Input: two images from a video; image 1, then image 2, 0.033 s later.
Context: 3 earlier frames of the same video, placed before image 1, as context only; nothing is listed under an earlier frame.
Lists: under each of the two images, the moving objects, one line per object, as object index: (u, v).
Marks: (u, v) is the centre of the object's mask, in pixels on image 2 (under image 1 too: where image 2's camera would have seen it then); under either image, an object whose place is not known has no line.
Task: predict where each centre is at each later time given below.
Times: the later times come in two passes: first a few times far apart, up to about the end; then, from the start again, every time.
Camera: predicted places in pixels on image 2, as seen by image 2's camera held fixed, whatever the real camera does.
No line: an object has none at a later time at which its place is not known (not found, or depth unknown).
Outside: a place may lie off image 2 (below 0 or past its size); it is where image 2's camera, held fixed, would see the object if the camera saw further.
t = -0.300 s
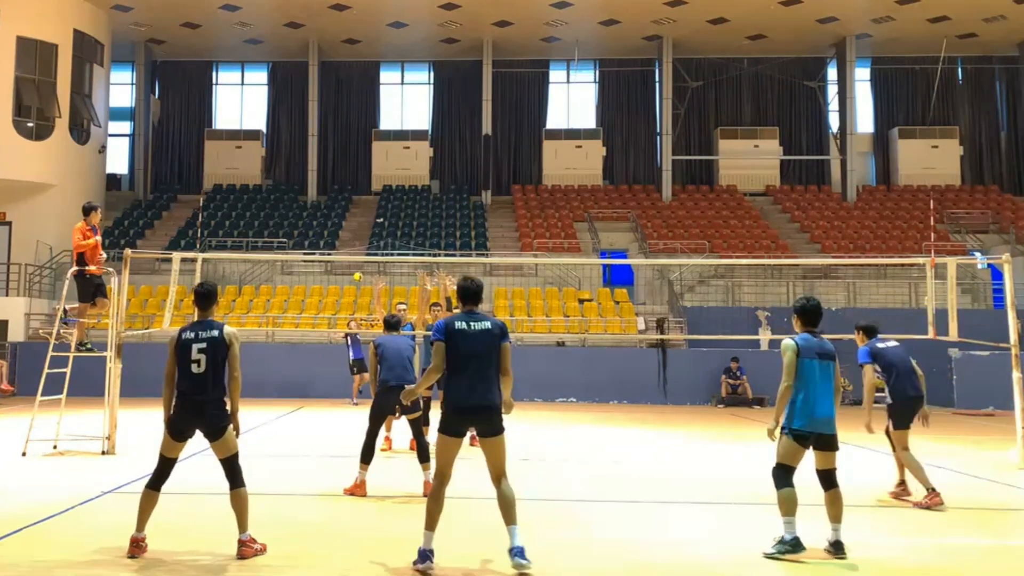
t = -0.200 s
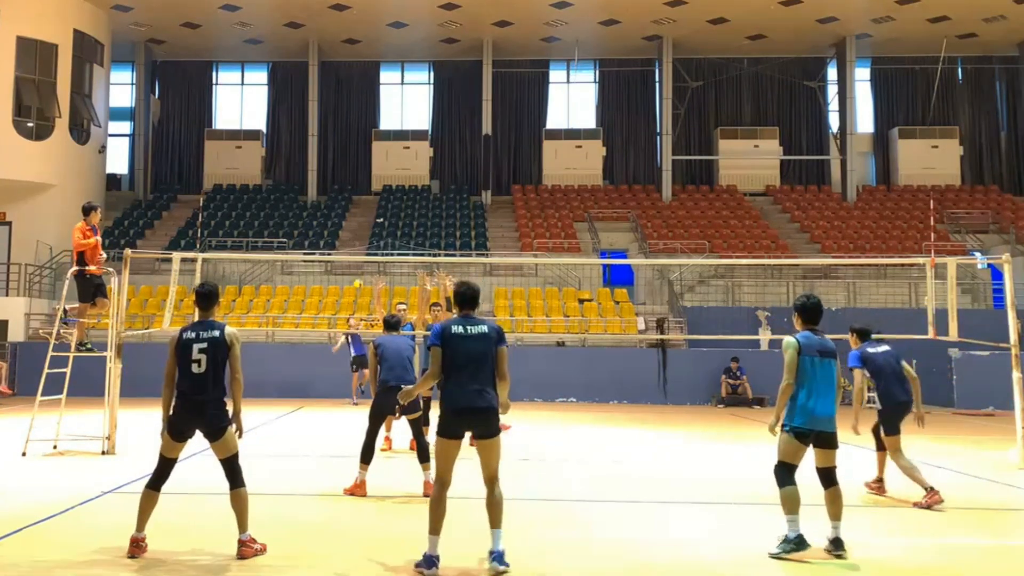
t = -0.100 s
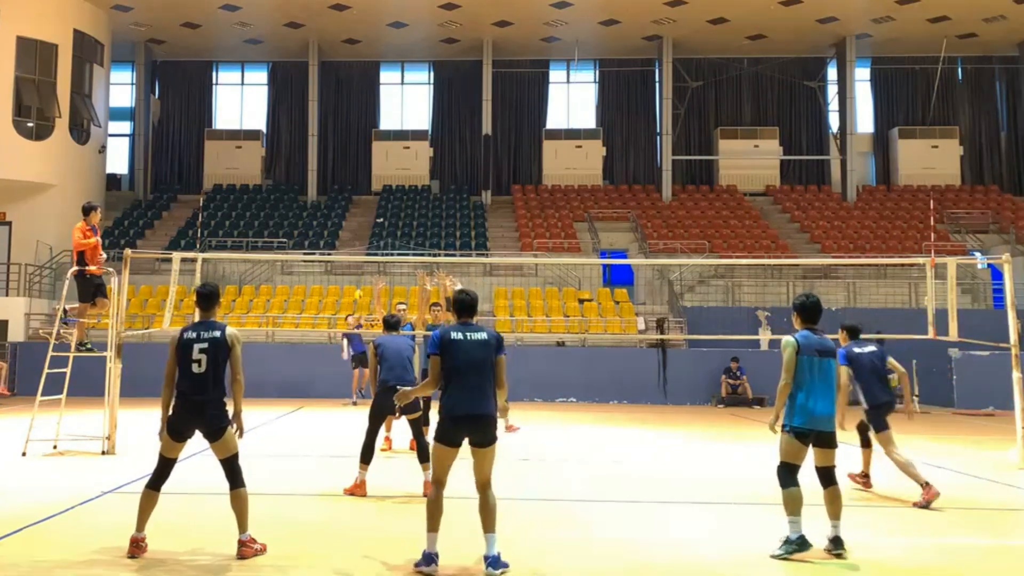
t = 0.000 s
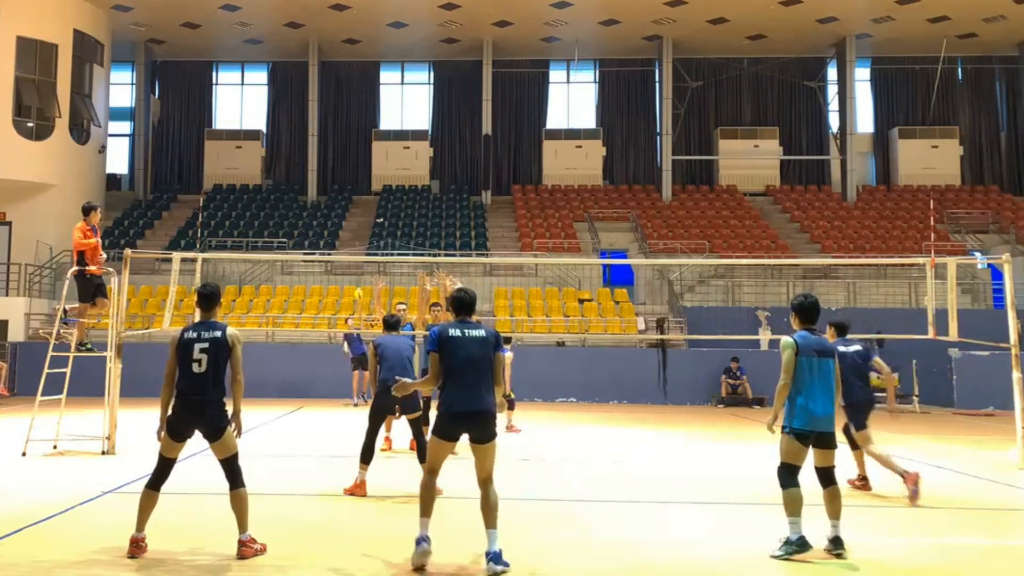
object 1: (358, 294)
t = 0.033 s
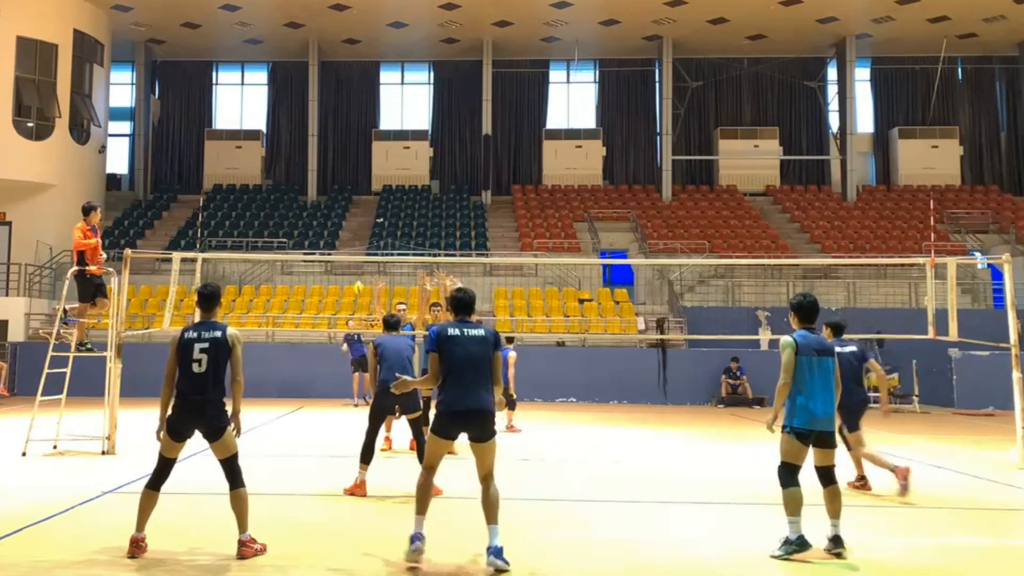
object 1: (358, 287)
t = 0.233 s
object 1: (358, 248)
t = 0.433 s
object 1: (364, 214)
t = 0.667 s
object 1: (369, 200)
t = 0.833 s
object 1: (370, 216)
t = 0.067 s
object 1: (358, 280)
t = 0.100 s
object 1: (358, 273)
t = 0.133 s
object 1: (358, 267)
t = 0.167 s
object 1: (358, 263)
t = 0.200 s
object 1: (358, 252)
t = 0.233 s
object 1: (358, 248)
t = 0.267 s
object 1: (358, 242)
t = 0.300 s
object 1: (358, 236)
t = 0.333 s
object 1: (359, 231)
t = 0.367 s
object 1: (359, 225)
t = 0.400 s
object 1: (359, 220)
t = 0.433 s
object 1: (364, 214)
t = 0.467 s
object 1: (365, 210)
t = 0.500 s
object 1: (365, 206)
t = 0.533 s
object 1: (366, 204)
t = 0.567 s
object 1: (367, 202)
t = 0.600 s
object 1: (368, 200)
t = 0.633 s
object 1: (368, 200)
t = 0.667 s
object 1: (369, 200)
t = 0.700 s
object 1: (369, 201)
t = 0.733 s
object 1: (369, 202)
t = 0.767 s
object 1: (370, 205)
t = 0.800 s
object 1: (370, 210)
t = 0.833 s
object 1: (370, 216)
